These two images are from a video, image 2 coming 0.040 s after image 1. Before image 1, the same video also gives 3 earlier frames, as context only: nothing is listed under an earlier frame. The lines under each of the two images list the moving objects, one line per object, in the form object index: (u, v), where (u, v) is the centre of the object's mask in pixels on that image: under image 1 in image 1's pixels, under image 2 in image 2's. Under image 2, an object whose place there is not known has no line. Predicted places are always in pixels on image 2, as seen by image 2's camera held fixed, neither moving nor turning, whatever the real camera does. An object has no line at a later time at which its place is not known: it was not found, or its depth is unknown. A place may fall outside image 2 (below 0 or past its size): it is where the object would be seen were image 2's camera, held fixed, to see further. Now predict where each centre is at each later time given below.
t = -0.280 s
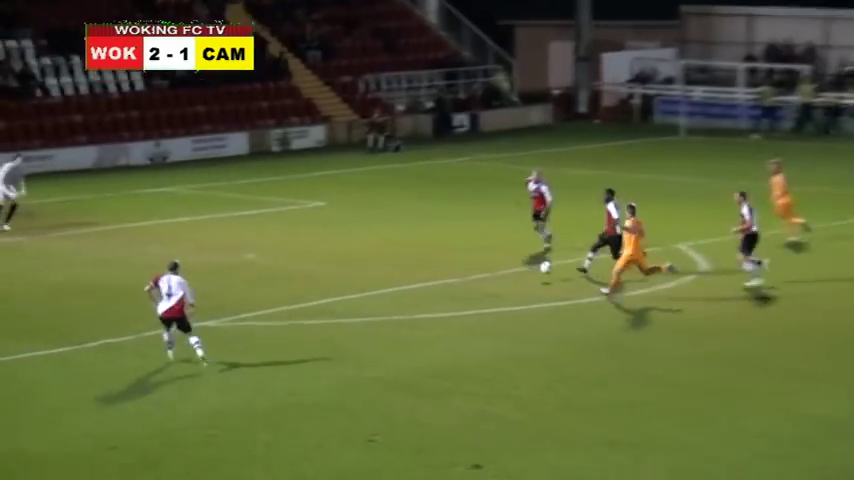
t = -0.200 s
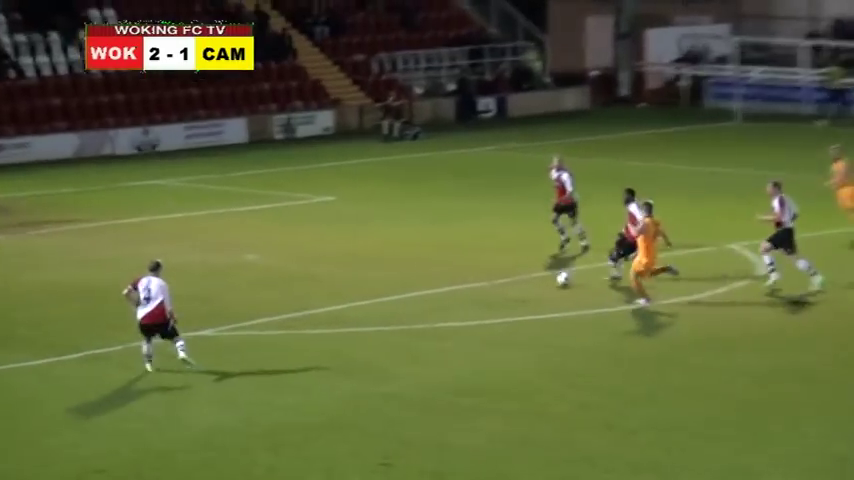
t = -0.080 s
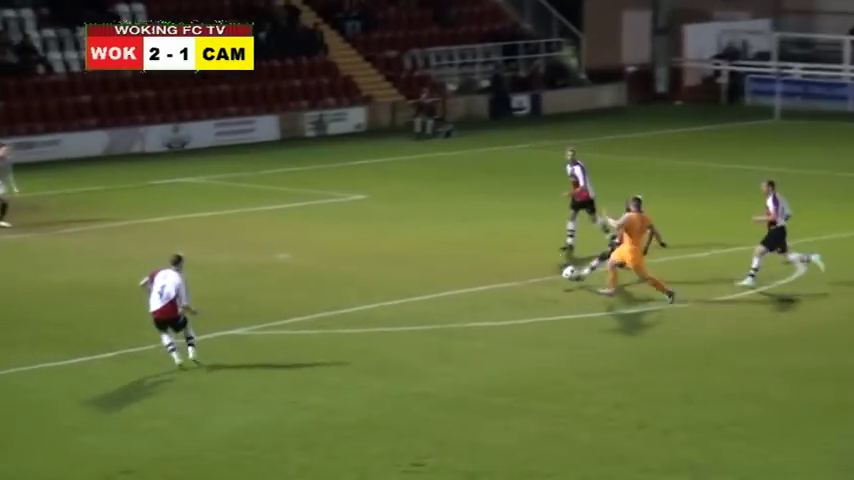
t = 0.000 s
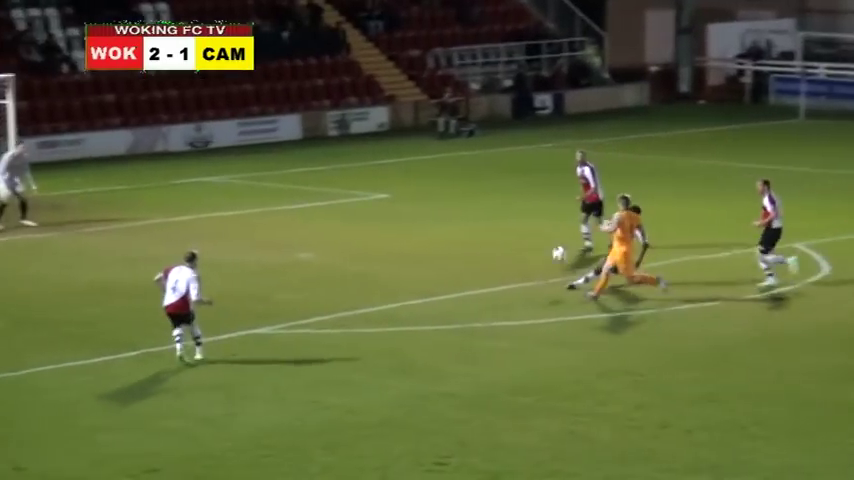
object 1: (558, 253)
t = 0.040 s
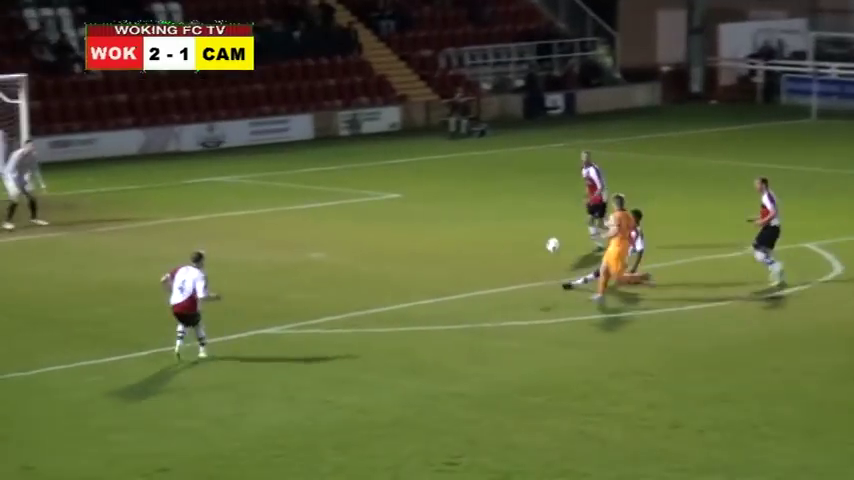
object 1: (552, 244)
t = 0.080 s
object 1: (534, 237)
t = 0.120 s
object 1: (518, 231)
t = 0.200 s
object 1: (485, 220)
